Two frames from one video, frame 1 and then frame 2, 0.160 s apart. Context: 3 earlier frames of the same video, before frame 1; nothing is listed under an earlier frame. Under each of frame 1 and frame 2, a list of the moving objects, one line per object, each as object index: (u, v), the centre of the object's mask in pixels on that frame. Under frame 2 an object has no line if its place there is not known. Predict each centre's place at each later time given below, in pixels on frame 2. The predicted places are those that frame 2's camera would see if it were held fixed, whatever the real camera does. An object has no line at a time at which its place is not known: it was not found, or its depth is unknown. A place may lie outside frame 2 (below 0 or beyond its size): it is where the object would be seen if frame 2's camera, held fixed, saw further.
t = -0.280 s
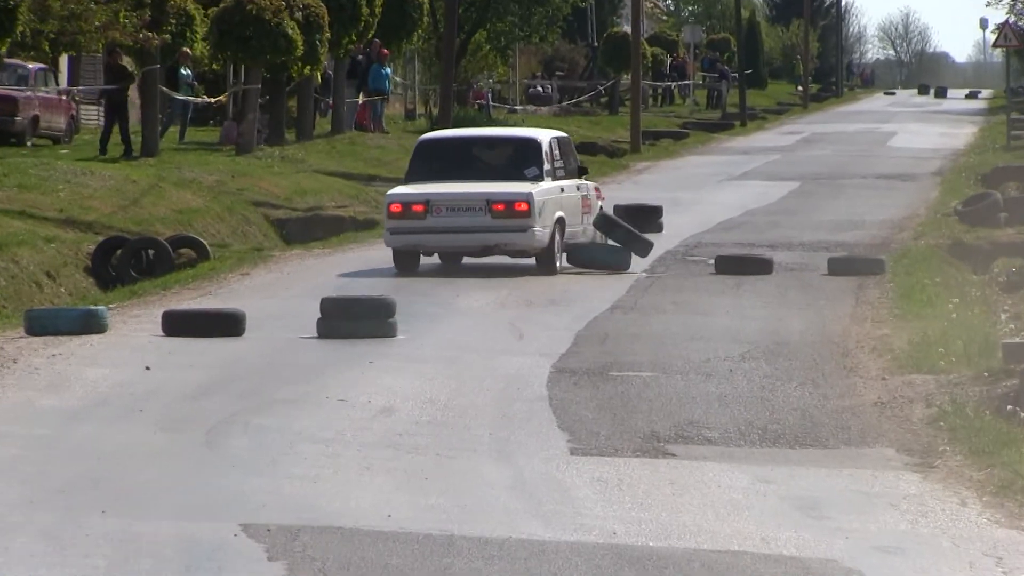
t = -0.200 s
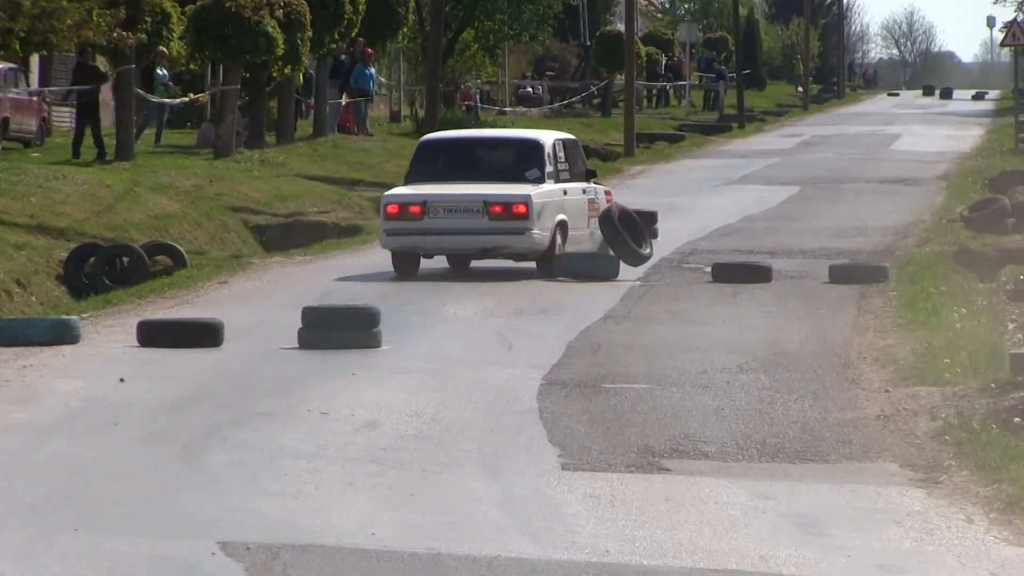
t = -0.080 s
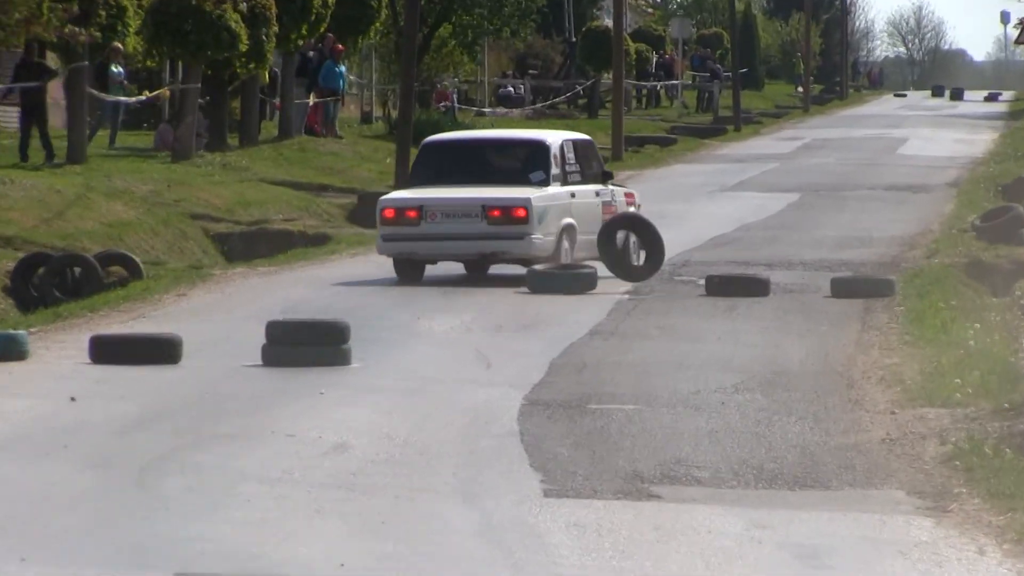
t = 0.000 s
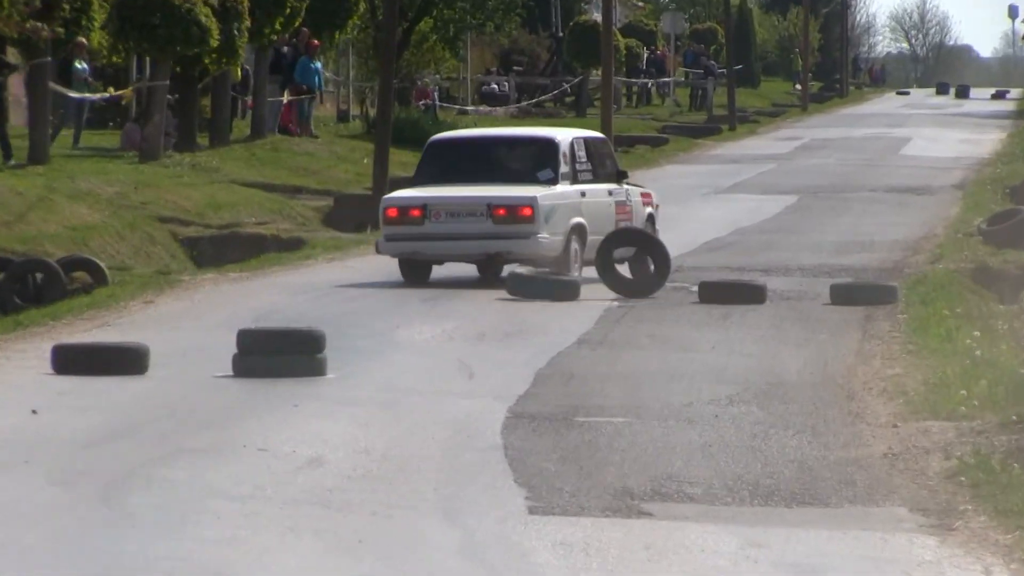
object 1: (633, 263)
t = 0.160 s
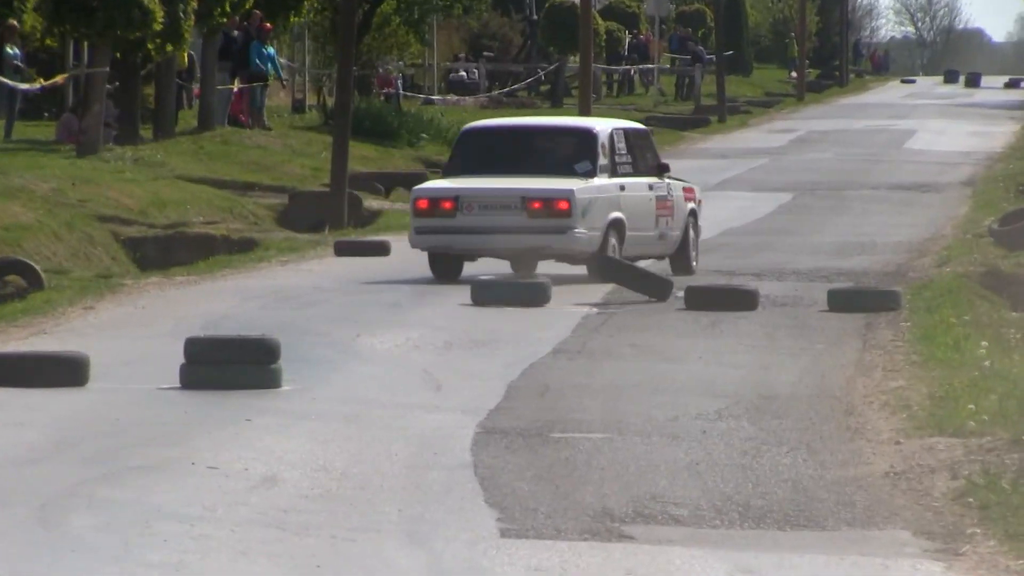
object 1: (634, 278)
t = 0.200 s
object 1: (633, 275)
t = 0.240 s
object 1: (628, 270)
